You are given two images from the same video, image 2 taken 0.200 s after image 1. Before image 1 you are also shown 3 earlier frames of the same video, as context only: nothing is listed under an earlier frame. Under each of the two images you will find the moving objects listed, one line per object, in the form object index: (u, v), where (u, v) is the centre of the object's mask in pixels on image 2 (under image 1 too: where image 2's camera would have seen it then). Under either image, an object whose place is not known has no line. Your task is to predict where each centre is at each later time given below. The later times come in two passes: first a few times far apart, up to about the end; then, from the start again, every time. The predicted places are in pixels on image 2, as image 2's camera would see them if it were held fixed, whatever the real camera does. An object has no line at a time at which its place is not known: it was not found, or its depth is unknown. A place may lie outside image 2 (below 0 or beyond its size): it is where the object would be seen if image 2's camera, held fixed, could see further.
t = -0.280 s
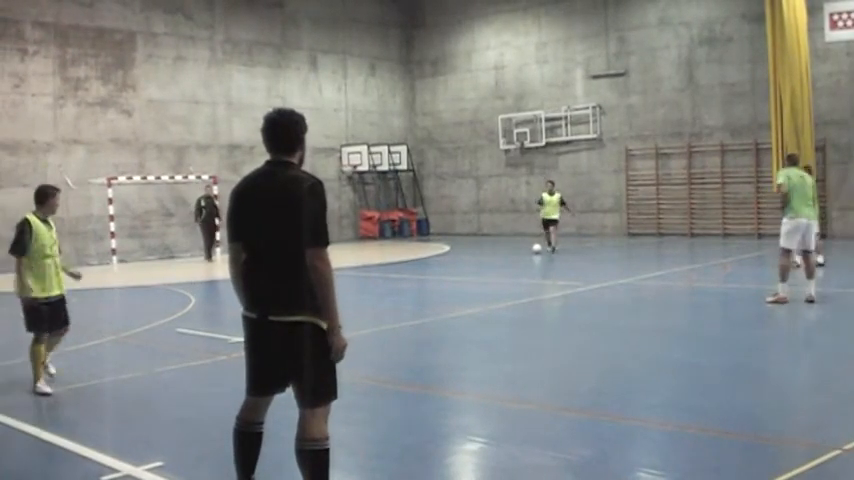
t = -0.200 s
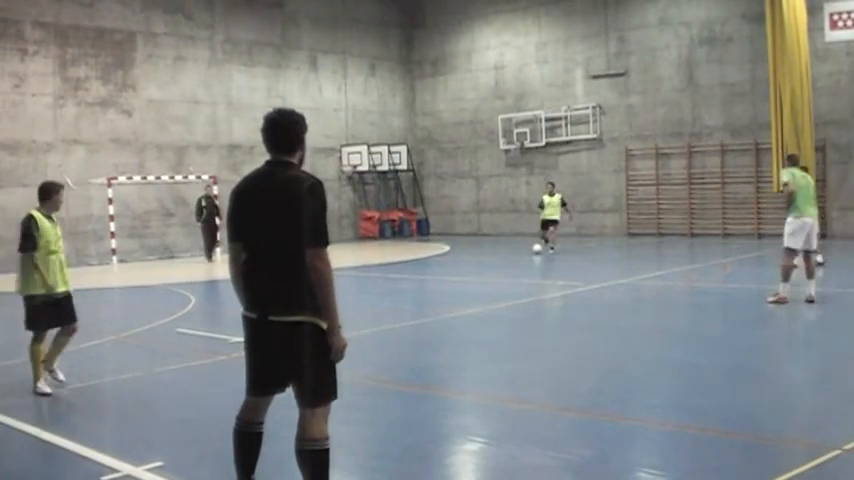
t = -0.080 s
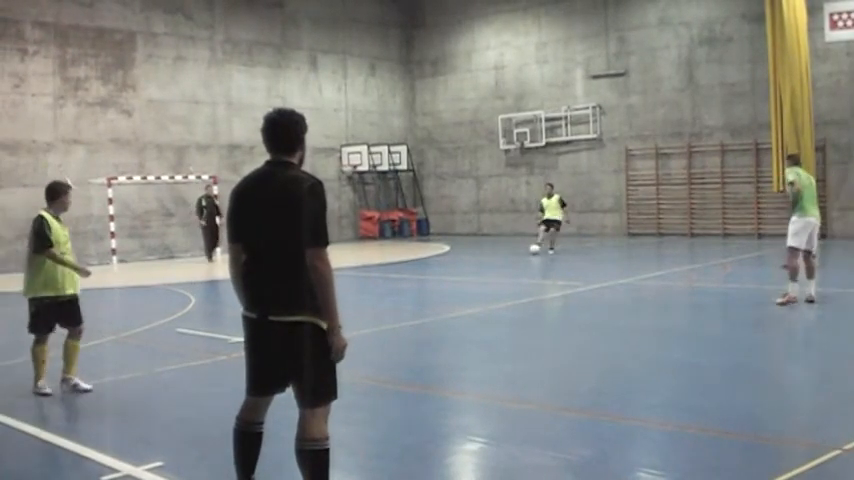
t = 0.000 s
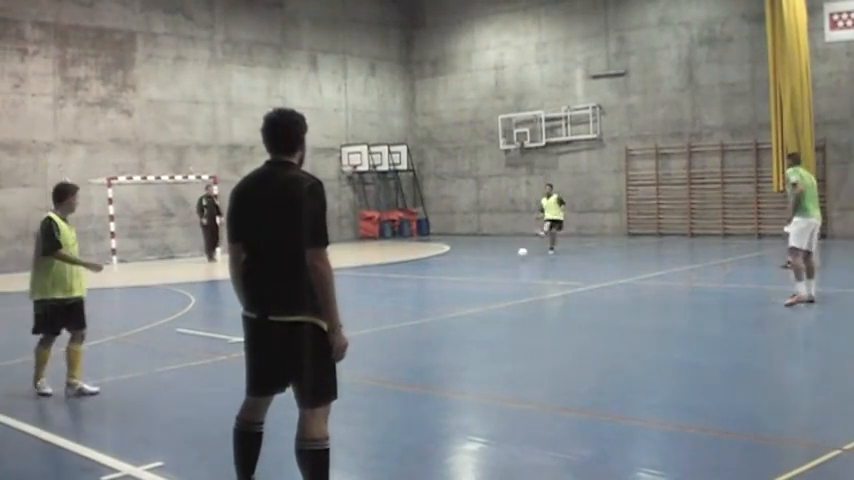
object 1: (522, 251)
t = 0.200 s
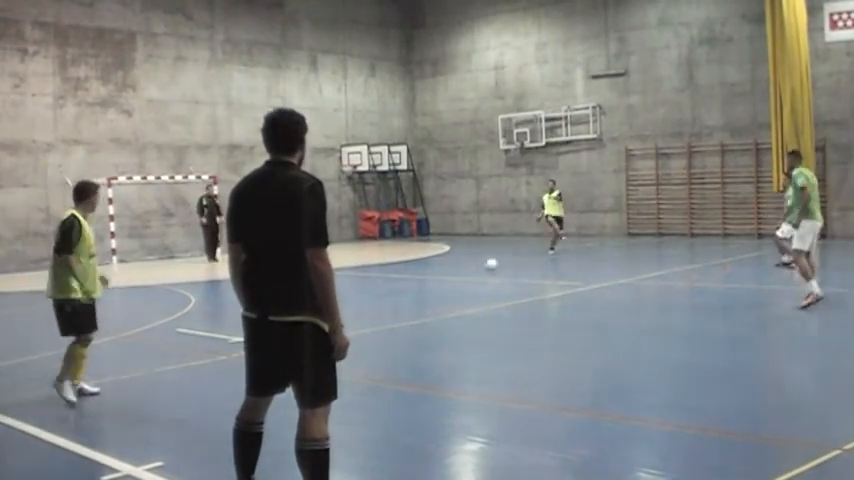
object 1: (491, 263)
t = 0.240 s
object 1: (484, 267)
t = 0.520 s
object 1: (429, 292)
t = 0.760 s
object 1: (369, 320)
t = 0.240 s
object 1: (484, 267)
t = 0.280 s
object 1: (477, 272)
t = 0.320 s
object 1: (470, 272)
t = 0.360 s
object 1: (462, 274)
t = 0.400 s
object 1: (455, 275)
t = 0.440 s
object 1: (447, 280)
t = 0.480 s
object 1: (438, 286)
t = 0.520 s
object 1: (429, 292)
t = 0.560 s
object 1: (421, 295)
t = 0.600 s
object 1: (411, 299)
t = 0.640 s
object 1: (401, 305)
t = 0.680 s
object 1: (390, 308)
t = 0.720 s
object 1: (380, 315)
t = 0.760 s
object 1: (369, 320)
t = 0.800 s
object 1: (358, 324)
